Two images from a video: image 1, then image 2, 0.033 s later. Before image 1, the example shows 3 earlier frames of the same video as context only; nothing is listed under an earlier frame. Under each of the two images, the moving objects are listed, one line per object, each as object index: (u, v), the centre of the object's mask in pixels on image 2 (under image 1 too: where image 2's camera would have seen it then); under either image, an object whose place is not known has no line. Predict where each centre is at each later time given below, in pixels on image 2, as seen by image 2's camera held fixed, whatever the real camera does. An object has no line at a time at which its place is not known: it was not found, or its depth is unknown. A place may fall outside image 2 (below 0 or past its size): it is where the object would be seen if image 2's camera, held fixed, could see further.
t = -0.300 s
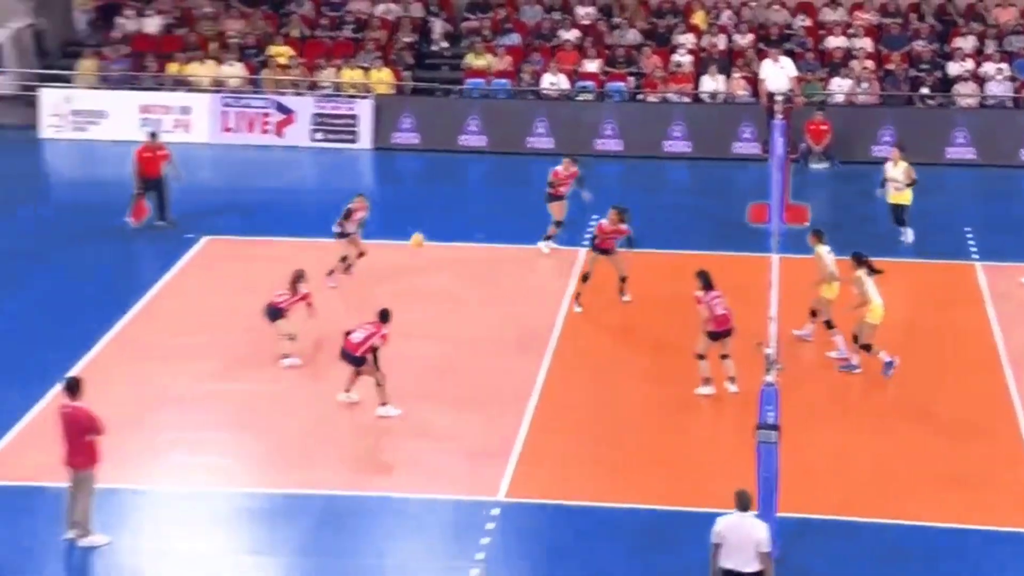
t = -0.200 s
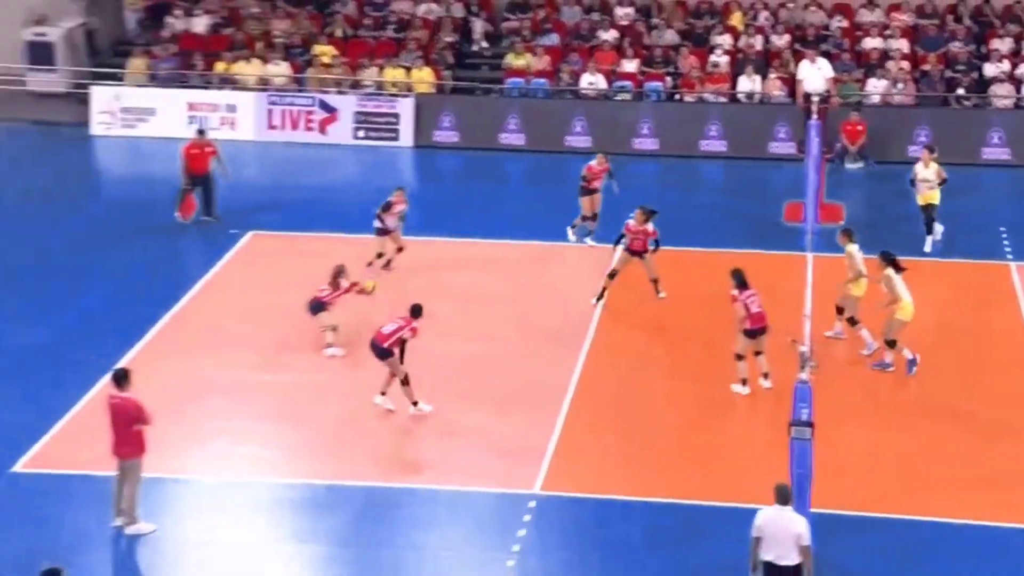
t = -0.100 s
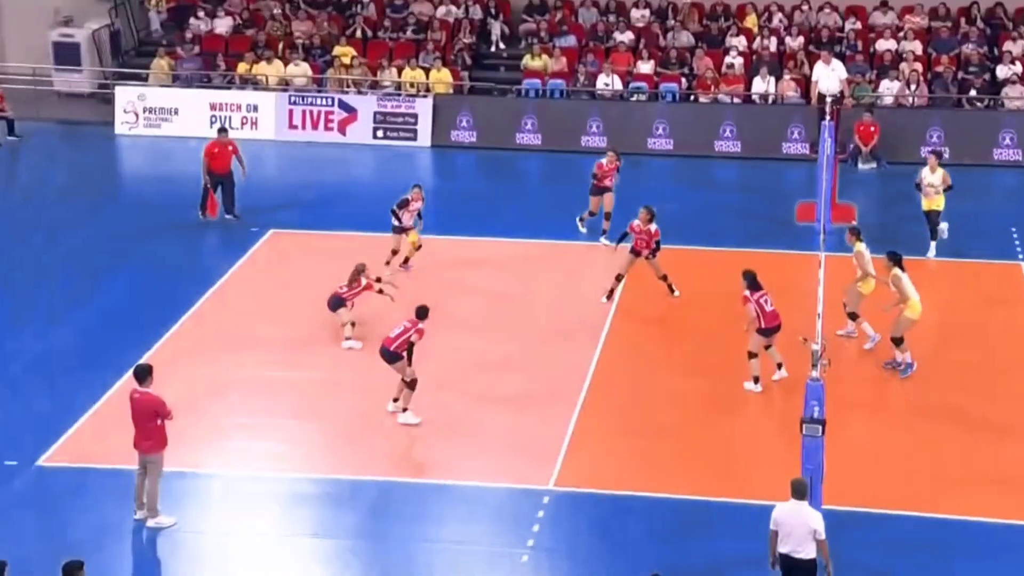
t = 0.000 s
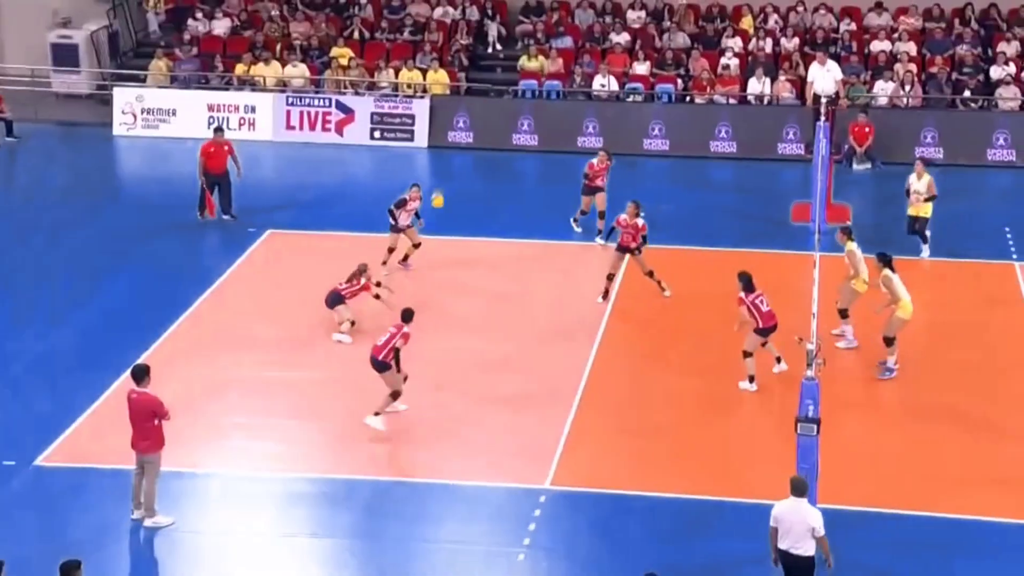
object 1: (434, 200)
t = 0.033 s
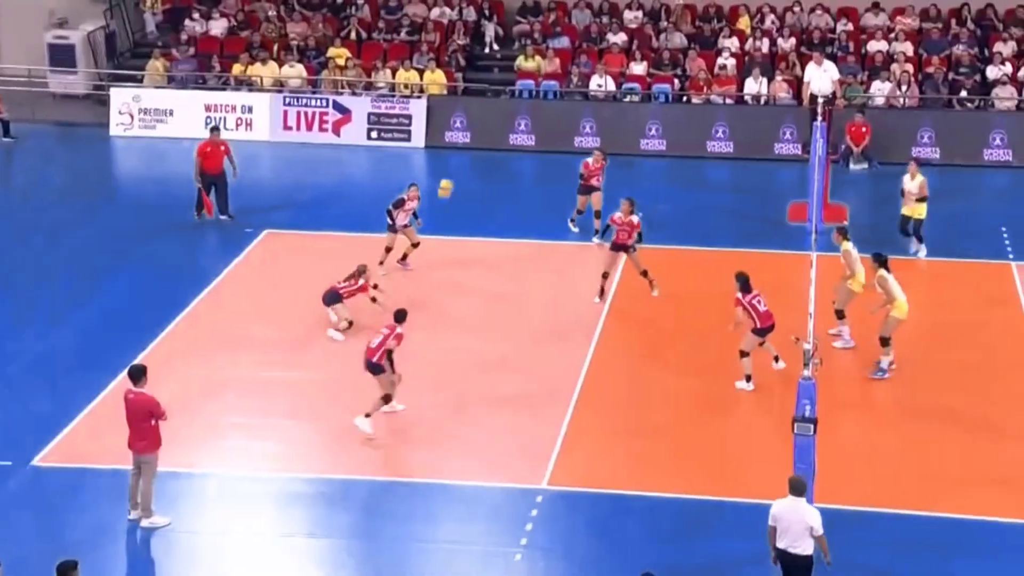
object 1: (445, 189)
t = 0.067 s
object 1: (453, 176)
